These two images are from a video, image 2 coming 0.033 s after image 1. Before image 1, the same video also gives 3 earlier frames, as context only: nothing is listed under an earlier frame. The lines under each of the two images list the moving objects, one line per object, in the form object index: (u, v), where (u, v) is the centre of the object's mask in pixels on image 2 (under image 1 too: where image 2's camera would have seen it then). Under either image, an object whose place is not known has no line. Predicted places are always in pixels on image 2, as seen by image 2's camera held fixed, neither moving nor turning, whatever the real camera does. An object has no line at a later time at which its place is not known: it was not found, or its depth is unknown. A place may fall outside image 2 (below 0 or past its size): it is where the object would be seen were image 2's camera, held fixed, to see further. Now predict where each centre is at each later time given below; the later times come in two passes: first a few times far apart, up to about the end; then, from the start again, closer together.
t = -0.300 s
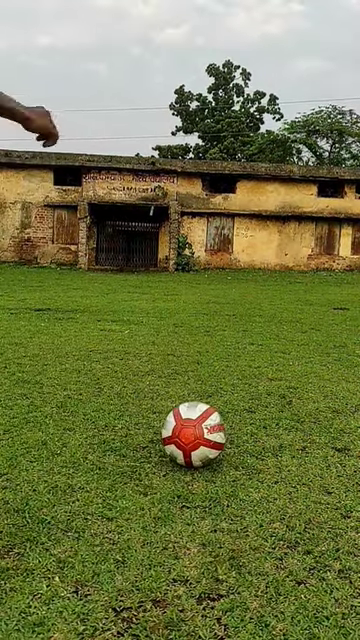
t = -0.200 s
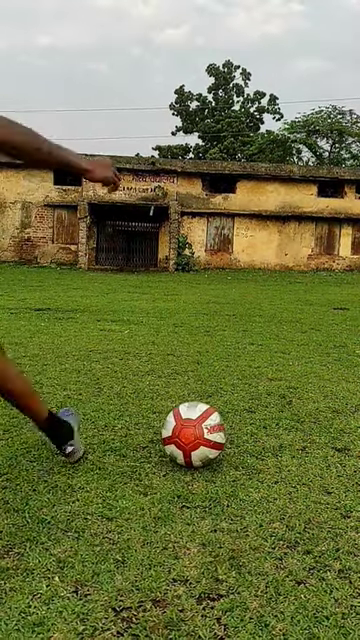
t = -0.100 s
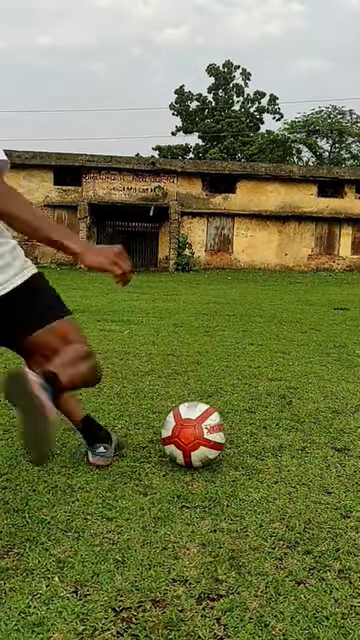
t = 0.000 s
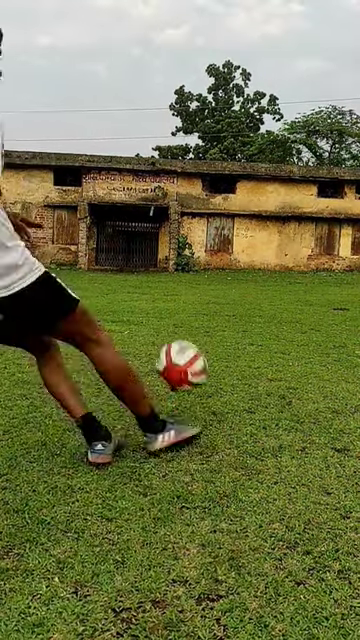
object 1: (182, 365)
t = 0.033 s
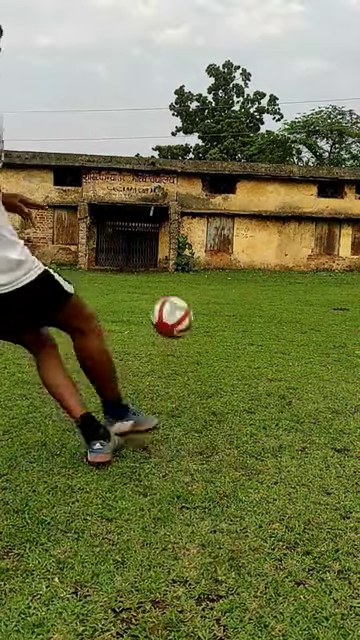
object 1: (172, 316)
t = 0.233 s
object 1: (149, 221)
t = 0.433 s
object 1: (143, 209)
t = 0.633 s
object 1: (141, 217)
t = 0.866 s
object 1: (142, 237)
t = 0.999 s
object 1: (142, 251)
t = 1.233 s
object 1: (142, 249)
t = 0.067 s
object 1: (164, 285)
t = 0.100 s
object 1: (159, 263)
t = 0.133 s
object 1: (154, 247)
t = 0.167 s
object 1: (152, 235)
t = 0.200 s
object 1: (149, 227)
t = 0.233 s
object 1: (149, 221)
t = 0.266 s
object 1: (147, 216)
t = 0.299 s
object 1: (146, 213)
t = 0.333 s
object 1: (145, 211)
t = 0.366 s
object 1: (145, 209)
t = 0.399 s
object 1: (144, 209)
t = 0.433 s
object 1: (143, 209)
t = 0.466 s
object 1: (143, 209)
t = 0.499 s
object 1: (142, 210)
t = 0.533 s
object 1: (142, 211)
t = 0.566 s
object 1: (141, 213)
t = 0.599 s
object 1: (141, 215)
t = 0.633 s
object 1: (141, 217)
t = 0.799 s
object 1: (141, 231)
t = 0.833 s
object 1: (141, 234)
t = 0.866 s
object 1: (142, 237)
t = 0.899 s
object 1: (142, 240)
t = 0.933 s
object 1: (142, 244)
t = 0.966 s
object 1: (142, 248)
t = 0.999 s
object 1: (142, 251)
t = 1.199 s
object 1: (142, 253)
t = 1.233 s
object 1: (142, 249)
